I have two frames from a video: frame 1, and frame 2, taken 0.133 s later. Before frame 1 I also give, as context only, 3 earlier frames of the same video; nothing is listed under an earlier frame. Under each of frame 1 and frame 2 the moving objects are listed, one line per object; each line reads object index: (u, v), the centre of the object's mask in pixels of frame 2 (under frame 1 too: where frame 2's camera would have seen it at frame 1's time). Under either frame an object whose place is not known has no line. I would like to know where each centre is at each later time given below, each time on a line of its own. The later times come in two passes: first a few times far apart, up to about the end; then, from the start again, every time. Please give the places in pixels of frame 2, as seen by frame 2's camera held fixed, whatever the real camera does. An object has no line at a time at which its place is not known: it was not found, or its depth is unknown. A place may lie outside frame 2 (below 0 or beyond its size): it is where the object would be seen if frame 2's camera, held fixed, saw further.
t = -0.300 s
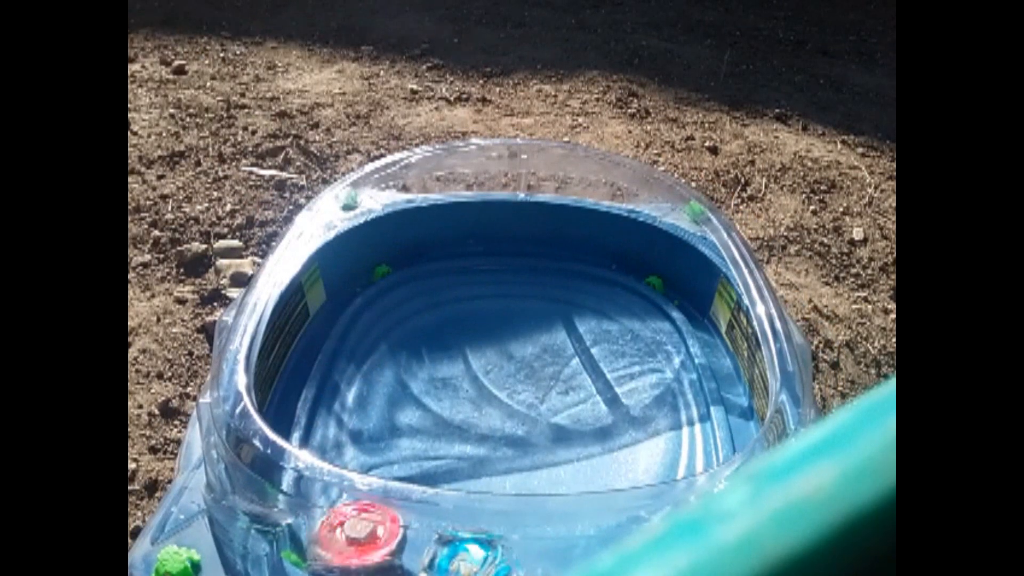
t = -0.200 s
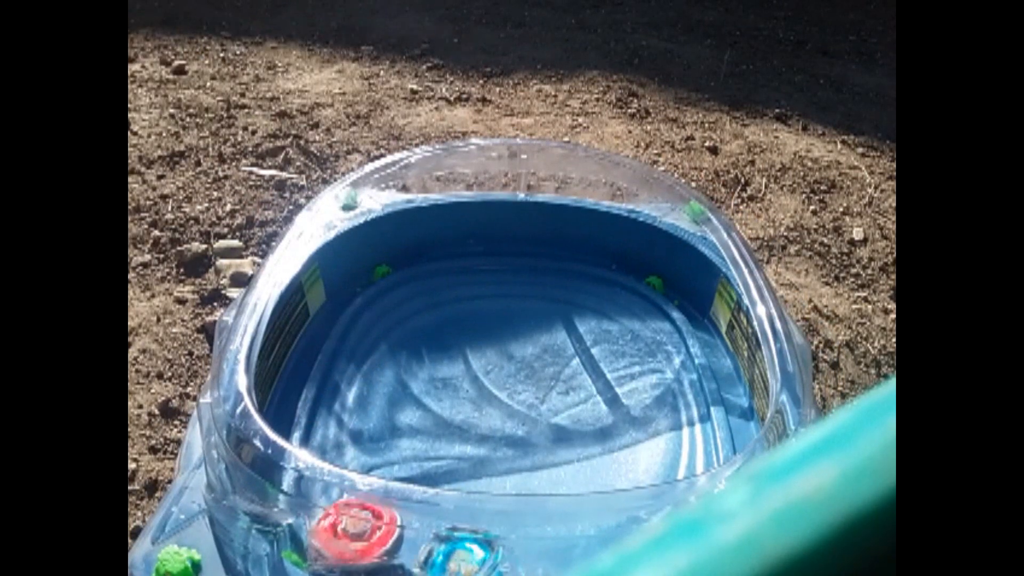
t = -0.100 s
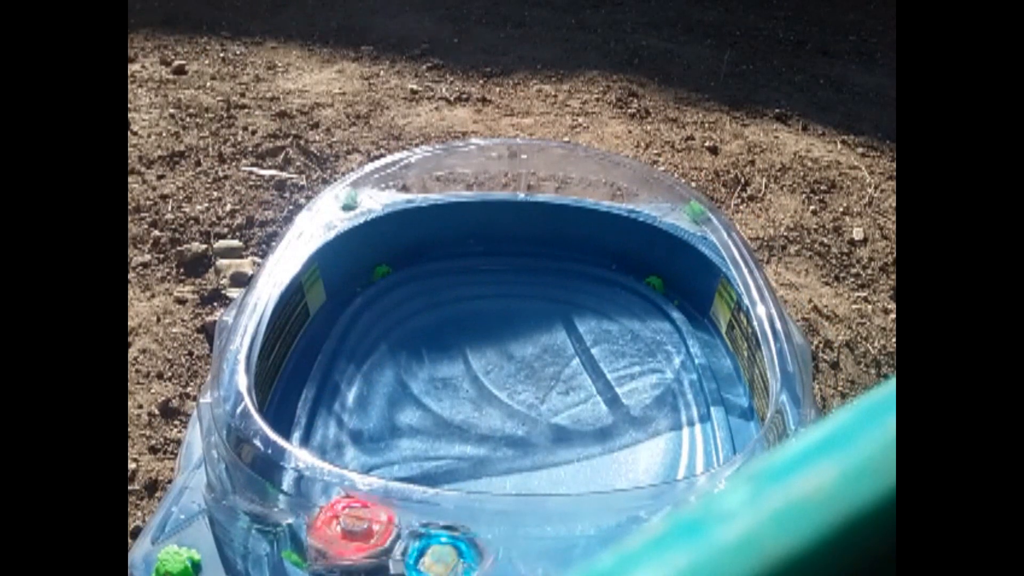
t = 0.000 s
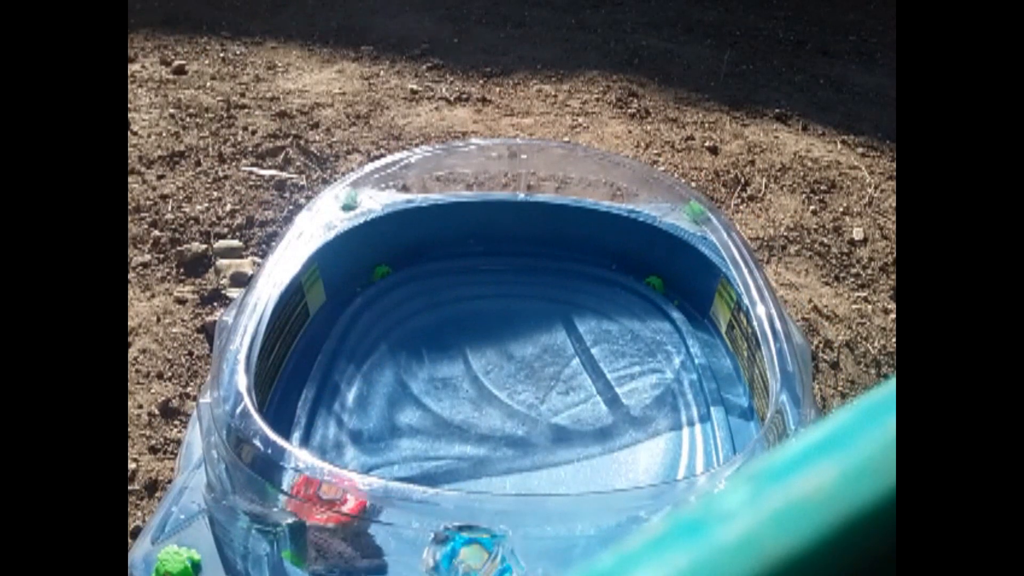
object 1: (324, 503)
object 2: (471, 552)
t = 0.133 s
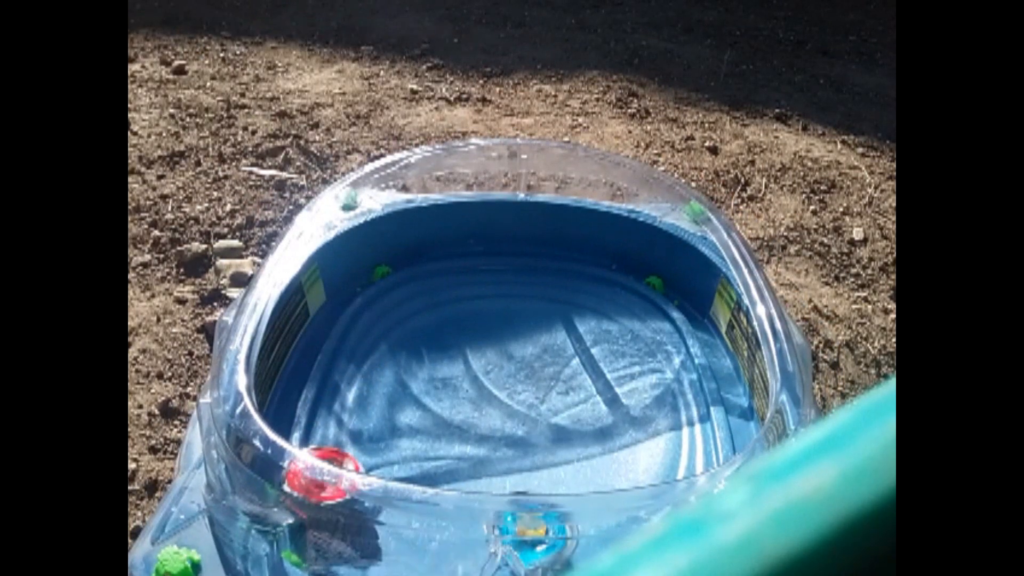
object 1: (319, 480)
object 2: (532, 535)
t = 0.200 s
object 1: (334, 452)
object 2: (552, 504)
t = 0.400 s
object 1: (357, 445)
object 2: (567, 394)
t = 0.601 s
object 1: (413, 436)
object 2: (453, 329)
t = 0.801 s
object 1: (471, 413)
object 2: (346, 350)
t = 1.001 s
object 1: (513, 379)
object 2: (375, 428)
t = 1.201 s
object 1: (539, 344)
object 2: (517, 436)
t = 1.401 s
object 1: (549, 297)
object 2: (549, 369)
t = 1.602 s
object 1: (556, 265)
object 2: (519, 342)
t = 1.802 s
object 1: (585, 268)
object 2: (479, 367)
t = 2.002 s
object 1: (616, 277)
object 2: (529, 412)
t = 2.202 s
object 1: (639, 292)
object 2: (586, 376)
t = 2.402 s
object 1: (636, 314)
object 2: (528, 345)
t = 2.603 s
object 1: (604, 344)
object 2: (474, 398)
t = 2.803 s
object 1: (557, 377)
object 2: (541, 450)
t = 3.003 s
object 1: (514, 410)
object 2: (602, 409)
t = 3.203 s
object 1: (476, 439)
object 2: (542, 362)
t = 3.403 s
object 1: (445, 460)
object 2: (455, 390)
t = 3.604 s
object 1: (406, 546)
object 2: (481, 359)
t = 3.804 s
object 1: (482, 511)
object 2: (447, 317)
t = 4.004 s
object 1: (491, 469)
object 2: (393, 350)
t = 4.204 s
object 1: (509, 452)
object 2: (446, 389)
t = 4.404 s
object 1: (524, 415)
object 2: (499, 357)
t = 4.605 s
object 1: (525, 374)
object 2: (496, 319)
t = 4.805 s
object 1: (529, 351)
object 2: (452, 321)
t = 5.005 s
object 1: (530, 329)
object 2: (487, 377)
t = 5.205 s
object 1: (525, 321)
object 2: (572, 374)
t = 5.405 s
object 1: (520, 331)
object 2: (591, 329)
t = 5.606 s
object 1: (461, 359)
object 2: (626, 317)
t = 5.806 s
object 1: (454, 399)
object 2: (637, 330)
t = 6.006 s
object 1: (463, 435)
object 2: (662, 362)
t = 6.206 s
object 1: (482, 461)
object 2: (664, 383)
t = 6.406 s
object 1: (505, 467)
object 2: (597, 390)
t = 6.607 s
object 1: (506, 475)
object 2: (533, 405)
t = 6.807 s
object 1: (523, 475)
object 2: (472, 427)
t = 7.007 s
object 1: (621, 475)
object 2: (382, 403)
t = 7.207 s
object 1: (644, 449)
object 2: (324, 400)
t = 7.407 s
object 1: (631, 406)
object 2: (328, 394)
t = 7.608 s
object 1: (599, 373)
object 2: (385, 404)
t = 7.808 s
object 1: (562, 347)
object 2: (472, 384)
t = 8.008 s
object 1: (570, 318)
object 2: (494, 346)
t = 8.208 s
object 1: (576, 293)
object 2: (481, 327)
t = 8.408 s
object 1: (577, 283)
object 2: (485, 356)
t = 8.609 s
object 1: (597, 284)
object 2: (537, 377)
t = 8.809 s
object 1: (606, 295)
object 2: (581, 368)
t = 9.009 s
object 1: (611, 275)
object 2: (549, 407)
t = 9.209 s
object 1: (582, 267)
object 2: (484, 511)
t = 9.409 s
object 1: (539, 288)
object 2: (485, 555)
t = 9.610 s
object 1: (486, 311)
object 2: (442, 552)
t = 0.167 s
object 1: (327, 463)
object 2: (540, 527)
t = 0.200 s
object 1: (334, 452)
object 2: (552, 504)
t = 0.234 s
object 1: (334, 450)
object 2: (564, 476)
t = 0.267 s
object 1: (339, 450)
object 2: (575, 466)
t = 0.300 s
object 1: (344, 450)
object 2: (582, 452)
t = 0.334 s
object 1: (347, 448)
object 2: (583, 431)
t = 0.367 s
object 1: (350, 446)
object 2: (576, 412)
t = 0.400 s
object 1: (357, 445)
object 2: (567, 394)
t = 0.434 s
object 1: (362, 443)
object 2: (553, 375)
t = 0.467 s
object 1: (367, 440)
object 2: (535, 360)
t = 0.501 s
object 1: (378, 439)
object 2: (517, 348)
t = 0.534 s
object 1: (388, 438)
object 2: (498, 339)
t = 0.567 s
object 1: (400, 438)
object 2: (477, 332)
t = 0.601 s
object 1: (413, 436)
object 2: (453, 329)
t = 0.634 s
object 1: (424, 433)
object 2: (430, 328)
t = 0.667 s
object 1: (434, 431)
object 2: (408, 330)
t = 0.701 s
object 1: (444, 427)
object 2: (386, 335)
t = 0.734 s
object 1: (454, 422)
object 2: (369, 339)
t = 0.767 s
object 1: (462, 418)
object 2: (356, 345)
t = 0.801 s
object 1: (471, 413)
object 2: (346, 350)
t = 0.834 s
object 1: (480, 408)
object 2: (339, 360)
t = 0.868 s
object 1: (487, 403)
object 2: (338, 376)
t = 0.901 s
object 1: (495, 396)
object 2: (341, 391)
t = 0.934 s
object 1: (501, 391)
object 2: (348, 407)
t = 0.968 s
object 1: (507, 386)
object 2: (359, 417)
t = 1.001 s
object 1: (513, 379)
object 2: (375, 428)
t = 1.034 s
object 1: (519, 373)
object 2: (397, 439)
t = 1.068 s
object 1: (523, 366)
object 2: (423, 446)
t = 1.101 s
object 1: (528, 361)
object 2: (451, 451)
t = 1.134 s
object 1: (532, 355)
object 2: (475, 450)
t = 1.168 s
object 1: (536, 349)
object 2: (496, 443)
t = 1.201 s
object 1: (539, 344)
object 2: (517, 436)
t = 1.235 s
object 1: (541, 339)
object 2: (531, 423)
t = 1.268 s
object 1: (544, 333)
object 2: (542, 411)
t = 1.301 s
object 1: (547, 328)
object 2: (549, 396)
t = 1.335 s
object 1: (548, 323)
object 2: (553, 380)
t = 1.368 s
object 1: (549, 316)
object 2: (553, 368)
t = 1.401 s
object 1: (549, 297)
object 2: (549, 369)
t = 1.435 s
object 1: (550, 286)
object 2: (545, 368)
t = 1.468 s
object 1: (550, 277)
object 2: (541, 363)
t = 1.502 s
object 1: (553, 273)
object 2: (539, 357)
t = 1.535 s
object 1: (552, 270)
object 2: (533, 350)
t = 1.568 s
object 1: (553, 267)
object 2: (527, 346)
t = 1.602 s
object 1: (556, 265)
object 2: (519, 342)
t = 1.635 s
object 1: (562, 263)
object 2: (511, 342)
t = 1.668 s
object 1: (567, 264)
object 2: (502, 341)
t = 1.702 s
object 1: (572, 265)
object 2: (493, 347)
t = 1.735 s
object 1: (577, 267)
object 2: (487, 351)
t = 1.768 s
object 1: (581, 266)
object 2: (480, 358)
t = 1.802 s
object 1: (585, 268)
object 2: (479, 367)
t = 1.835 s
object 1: (591, 269)
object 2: (478, 376)
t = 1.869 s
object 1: (597, 270)
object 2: (482, 389)
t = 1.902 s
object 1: (601, 273)
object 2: (490, 398)
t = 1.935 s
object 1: (606, 274)
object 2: (499, 405)
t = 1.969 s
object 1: (611, 275)
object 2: (514, 411)
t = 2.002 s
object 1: (616, 277)
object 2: (529, 412)
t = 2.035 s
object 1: (620, 278)
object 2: (545, 413)
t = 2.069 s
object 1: (624, 281)
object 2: (558, 409)
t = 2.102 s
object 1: (628, 283)
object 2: (571, 403)
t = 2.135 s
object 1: (632, 286)
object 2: (579, 395)
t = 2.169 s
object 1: (635, 289)
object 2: (584, 384)
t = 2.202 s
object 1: (639, 292)
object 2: (586, 376)
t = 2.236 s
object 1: (642, 296)
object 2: (583, 367)
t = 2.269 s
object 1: (645, 300)
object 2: (577, 356)
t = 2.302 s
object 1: (646, 303)
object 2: (568, 351)
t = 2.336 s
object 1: (641, 306)
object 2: (555, 345)
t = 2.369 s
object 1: (637, 309)
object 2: (543, 344)
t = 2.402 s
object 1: (636, 314)
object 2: (528, 345)
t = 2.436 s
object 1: (632, 318)
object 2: (514, 348)
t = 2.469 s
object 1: (628, 323)
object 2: (501, 355)
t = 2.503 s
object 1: (627, 329)
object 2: (489, 363)
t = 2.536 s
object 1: (622, 335)
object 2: (481, 374)
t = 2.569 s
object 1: (615, 339)
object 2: (477, 386)
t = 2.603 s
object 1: (604, 344)
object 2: (474, 398)
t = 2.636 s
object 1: (596, 350)
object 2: (477, 410)
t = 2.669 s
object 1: (587, 355)
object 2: (484, 423)
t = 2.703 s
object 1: (580, 360)
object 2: (494, 433)
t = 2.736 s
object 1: (572, 365)
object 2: (507, 442)
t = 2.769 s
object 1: (565, 371)
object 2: (523, 447)
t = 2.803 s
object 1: (557, 377)
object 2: (541, 450)
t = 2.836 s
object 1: (550, 383)
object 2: (556, 448)
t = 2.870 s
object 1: (543, 388)
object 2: (570, 445)
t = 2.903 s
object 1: (535, 394)
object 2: (584, 439)
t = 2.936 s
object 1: (528, 400)
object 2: (593, 432)
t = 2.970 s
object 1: (521, 405)
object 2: (599, 420)
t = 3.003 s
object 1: (514, 410)
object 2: (602, 409)
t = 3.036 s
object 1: (508, 416)
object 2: (601, 399)
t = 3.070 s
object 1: (500, 420)
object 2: (594, 389)
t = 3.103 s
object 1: (494, 425)
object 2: (585, 379)
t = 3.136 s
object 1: (488, 430)
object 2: (572, 369)
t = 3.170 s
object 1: (482, 435)
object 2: (559, 365)
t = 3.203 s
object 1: (476, 439)
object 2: (542, 362)
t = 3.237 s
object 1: (471, 443)
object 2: (524, 360)
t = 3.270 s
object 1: (465, 447)
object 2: (508, 362)
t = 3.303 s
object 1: (459, 451)
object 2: (492, 366)
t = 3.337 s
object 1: (454, 455)
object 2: (478, 372)
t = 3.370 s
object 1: (449, 458)
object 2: (466, 380)
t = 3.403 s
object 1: (445, 460)
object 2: (455, 390)
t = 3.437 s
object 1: (441, 463)
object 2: (447, 400)
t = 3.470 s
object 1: (437, 464)
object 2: (443, 411)
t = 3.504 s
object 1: (431, 470)
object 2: (446, 416)
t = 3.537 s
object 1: (412, 520)
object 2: (460, 395)
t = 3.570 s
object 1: (396, 549)
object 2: (472, 375)
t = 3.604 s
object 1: (406, 546)
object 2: (481, 359)
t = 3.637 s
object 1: (417, 545)
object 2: (487, 346)
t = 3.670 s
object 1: (429, 551)
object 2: (486, 337)
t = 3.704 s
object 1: (446, 547)
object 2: (481, 328)
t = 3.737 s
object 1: (463, 542)
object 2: (473, 324)
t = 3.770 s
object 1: (473, 529)
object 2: (460, 319)
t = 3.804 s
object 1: (482, 511)
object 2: (447, 317)
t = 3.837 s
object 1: (488, 506)
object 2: (432, 318)
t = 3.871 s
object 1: (492, 498)
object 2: (419, 320)
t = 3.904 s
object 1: (494, 494)
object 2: (408, 325)
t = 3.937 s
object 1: (494, 486)
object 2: (401, 330)
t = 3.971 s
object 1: (492, 473)
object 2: (395, 339)
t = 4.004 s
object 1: (491, 469)
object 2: (393, 350)
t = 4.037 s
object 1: (490, 465)
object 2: (395, 363)
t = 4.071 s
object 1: (488, 459)
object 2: (402, 375)
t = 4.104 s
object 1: (486, 452)
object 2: (414, 388)
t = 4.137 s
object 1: (484, 446)
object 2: (430, 398)
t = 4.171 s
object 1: (497, 451)
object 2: (437, 393)
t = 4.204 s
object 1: (509, 452)
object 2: (446, 389)
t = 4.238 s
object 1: (515, 450)
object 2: (456, 386)
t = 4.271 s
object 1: (518, 445)
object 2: (467, 383)
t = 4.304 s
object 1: (520, 437)
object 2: (477, 378)
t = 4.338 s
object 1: (522, 430)
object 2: (485, 371)
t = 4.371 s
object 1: (523, 422)
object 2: (492, 364)
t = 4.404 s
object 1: (524, 415)
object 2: (499, 357)
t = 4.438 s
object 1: (524, 408)
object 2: (503, 349)
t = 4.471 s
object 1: (524, 402)
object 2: (505, 341)
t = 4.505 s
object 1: (525, 394)
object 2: (504, 334)
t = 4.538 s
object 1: (525, 387)
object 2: (503, 327)
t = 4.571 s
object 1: (525, 380)
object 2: (500, 321)
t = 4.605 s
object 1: (525, 374)
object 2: (496, 319)
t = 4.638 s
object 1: (525, 367)
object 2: (492, 317)
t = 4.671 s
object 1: (527, 366)
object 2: (486, 314)
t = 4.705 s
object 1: (529, 365)
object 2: (477, 312)
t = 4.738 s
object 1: (529, 361)
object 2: (468, 312)
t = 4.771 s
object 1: (529, 355)
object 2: (458, 315)
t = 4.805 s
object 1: (529, 351)
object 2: (452, 321)
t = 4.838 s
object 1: (530, 346)
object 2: (449, 329)
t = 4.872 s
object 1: (530, 341)
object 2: (449, 339)
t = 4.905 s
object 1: (531, 338)
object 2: (453, 351)
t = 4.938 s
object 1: (531, 334)
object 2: (461, 360)
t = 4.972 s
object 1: (531, 331)
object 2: (473, 369)
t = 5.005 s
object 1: (530, 329)
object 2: (487, 377)
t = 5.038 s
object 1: (530, 326)
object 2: (502, 382)
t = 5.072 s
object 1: (529, 324)
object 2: (517, 385)
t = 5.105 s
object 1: (528, 323)
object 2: (533, 383)
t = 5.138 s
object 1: (527, 322)
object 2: (546, 383)
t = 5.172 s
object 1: (526, 321)
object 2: (560, 379)
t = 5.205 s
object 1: (525, 321)
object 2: (572, 374)
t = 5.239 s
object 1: (525, 321)
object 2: (583, 368)
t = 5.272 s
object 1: (524, 322)
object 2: (592, 360)
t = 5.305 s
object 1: (523, 323)
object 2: (595, 351)
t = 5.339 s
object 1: (521, 326)
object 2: (598, 344)
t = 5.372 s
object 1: (521, 328)
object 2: (596, 337)
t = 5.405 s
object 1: (520, 331)
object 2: (591, 329)
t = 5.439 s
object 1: (519, 334)
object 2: (584, 324)
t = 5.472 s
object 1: (496, 337)
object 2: (596, 319)
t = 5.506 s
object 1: (479, 341)
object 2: (603, 316)
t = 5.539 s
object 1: (469, 346)
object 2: (608, 314)
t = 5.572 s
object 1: (464, 353)
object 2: (616, 314)
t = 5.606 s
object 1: (461, 359)
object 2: (626, 317)
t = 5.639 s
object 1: (459, 366)
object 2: (637, 319)
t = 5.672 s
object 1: (457, 373)
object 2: (643, 322)
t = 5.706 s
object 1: (456, 379)
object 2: (641, 323)
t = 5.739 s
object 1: (455, 386)
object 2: (637, 324)
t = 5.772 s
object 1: (454, 393)
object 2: (635, 326)
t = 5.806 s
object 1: (454, 399)
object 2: (637, 330)
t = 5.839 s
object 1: (454, 406)
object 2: (641, 336)
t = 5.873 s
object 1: (456, 412)
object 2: (646, 340)
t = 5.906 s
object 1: (457, 418)
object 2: (652, 346)
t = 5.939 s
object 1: (459, 424)
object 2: (656, 351)
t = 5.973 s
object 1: (461, 430)
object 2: (660, 357)
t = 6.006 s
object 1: (463, 435)
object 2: (662, 362)
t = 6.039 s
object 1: (466, 440)
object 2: (665, 368)
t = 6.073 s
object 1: (469, 445)
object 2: (667, 373)
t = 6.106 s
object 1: (472, 449)
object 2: (668, 377)
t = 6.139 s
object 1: (475, 454)
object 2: (668, 381)
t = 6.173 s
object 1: (479, 457)
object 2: (667, 383)
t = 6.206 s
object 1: (482, 461)
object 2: (664, 383)
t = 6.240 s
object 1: (487, 462)
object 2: (659, 383)
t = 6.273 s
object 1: (490, 464)
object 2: (651, 383)
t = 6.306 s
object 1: (494, 465)
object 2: (638, 383)
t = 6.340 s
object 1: (497, 467)
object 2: (625, 383)
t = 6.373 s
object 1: (502, 467)
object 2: (611, 386)
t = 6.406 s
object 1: (505, 467)
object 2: (597, 390)
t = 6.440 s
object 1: (509, 467)
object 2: (582, 396)
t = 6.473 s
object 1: (512, 467)
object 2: (568, 402)
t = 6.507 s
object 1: (515, 467)
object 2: (554, 410)
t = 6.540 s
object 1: (517, 468)
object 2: (544, 415)
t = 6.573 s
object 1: (510, 473)
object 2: (539, 410)
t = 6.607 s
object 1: (506, 475)
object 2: (533, 405)
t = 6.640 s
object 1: (506, 477)
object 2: (524, 405)
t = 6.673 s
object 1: (510, 477)
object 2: (512, 406)
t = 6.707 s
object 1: (514, 476)
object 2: (501, 407)
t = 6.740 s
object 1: (516, 476)
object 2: (490, 414)
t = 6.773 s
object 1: (520, 476)
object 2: (480, 421)
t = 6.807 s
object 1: (523, 475)
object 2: (472, 427)
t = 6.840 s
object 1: (526, 474)
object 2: (466, 436)
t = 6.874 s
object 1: (528, 472)
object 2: (463, 442)
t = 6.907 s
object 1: (558, 477)
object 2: (439, 432)
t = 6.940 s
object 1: (587, 479)
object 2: (416, 419)
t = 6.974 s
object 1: (607, 477)
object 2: (395, 410)
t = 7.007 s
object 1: (621, 475)
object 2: (382, 403)
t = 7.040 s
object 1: (626, 472)
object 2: (370, 400)
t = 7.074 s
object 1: (631, 469)
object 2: (359, 399)
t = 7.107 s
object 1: (636, 465)
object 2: (347, 400)
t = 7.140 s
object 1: (639, 460)
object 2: (337, 400)
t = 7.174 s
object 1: (642, 455)
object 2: (330, 399)
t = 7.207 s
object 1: (644, 449)
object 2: (324, 400)
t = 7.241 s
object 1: (644, 442)
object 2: (326, 400)
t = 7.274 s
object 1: (642, 435)
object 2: (326, 400)
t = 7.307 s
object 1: (641, 427)
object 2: (324, 400)
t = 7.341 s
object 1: (638, 420)
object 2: (324, 396)
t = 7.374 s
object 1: (635, 413)
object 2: (326, 394)
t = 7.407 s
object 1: (631, 406)
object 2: (328, 394)
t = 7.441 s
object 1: (627, 400)
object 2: (332, 396)
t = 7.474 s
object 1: (622, 394)
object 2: (339, 399)
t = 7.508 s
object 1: (617, 388)
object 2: (347, 402)
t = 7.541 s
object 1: (612, 382)
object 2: (358, 401)
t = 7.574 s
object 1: (606, 377)
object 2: (371, 401)
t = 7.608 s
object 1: (599, 373)
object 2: (385, 404)
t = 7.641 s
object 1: (593, 367)
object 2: (401, 404)
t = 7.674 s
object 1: (587, 363)
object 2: (416, 404)
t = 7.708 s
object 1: (581, 359)
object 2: (432, 401)
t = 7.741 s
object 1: (575, 355)
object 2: (446, 397)
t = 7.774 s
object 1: (569, 351)
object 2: (460, 392)
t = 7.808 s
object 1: (562, 347)
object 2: (472, 384)
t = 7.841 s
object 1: (555, 344)
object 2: (483, 376)
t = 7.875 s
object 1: (549, 340)
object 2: (493, 368)
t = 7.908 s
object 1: (560, 331)
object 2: (487, 364)
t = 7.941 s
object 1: (569, 324)
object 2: (486, 359)
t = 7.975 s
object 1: (572, 320)
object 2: (489, 354)
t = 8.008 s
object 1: (570, 318)
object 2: (494, 346)
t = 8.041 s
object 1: (565, 315)
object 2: (499, 339)
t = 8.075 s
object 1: (561, 311)
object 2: (504, 332)
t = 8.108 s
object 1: (568, 303)
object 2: (495, 330)
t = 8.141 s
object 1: (570, 300)
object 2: (490, 328)
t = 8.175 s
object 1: (572, 296)
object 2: (486, 326)
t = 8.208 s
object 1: (576, 293)
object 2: (481, 327)
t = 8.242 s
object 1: (578, 290)
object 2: (478, 329)
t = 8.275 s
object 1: (574, 289)
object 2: (476, 334)
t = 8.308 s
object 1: (572, 287)
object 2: (476, 339)
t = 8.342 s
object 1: (571, 285)
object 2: (477, 345)
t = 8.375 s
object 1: (574, 284)
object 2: (481, 350)
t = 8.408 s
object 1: (577, 283)
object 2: (485, 356)
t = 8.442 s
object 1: (581, 282)
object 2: (492, 362)
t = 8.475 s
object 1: (584, 282)
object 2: (500, 366)
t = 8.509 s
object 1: (588, 282)
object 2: (510, 370)
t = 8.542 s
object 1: (591, 283)
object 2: (519, 372)
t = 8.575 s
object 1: (594, 283)
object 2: (528, 375)
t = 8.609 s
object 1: (597, 284)
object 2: (537, 377)
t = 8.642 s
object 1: (599, 285)
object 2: (547, 377)
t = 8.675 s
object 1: (600, 287)
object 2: (555, 375)
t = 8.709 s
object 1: (602, 288)
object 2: (562, 375)
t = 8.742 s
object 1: (604, 290)
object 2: (570, 374)
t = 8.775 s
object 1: (606, 292)
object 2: (576, 371)
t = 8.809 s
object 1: (606, 295)
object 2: (581, 368)
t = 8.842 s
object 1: (606, 297)
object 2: (585, 367)
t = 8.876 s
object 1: (601, 301)
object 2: (587, 364)
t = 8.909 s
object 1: (598, 303)
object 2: (587, 361)
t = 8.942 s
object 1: (597, 307)
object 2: (585, 361)
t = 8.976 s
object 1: (600, 302)
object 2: (575, 374)
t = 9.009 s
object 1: (611, 275)
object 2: (549, 407)
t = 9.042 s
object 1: (615, 258)
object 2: (524, 435)
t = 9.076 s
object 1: (612, 251)
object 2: (505, 457)
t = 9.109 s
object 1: (609, 253)
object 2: (490, 468)
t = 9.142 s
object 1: (602, 252)
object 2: (486, 476)
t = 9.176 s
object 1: (592, 265)
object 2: (488, 481)
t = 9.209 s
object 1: (582, 267)
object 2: (484, 511)
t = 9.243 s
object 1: (571, 271)
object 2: (481, 525)
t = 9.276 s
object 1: (563, 275)
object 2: (483, 537)
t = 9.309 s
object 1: (556, 278)
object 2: (485, 549)
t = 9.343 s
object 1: (551, 281)
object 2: (487, 551)
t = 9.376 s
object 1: (544, 285)
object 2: (490, 555)
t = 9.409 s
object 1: (539, 288)
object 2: (485, 555)
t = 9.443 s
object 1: (532, 291)
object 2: (483, 555)
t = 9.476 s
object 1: (524, 295)
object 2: (477, 556)
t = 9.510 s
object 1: (516, 299)
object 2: (470, 555)
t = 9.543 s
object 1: (506, 303)
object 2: (461, 555)
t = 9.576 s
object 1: (496, 307)
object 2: (453, 553)
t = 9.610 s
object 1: (486, 311)
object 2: (442, 552)
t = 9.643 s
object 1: (478, 315)
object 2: (428, 551)
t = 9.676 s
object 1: (468, 319)
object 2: (419, 550)
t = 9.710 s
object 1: (459, 322)
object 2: (404, 548)
